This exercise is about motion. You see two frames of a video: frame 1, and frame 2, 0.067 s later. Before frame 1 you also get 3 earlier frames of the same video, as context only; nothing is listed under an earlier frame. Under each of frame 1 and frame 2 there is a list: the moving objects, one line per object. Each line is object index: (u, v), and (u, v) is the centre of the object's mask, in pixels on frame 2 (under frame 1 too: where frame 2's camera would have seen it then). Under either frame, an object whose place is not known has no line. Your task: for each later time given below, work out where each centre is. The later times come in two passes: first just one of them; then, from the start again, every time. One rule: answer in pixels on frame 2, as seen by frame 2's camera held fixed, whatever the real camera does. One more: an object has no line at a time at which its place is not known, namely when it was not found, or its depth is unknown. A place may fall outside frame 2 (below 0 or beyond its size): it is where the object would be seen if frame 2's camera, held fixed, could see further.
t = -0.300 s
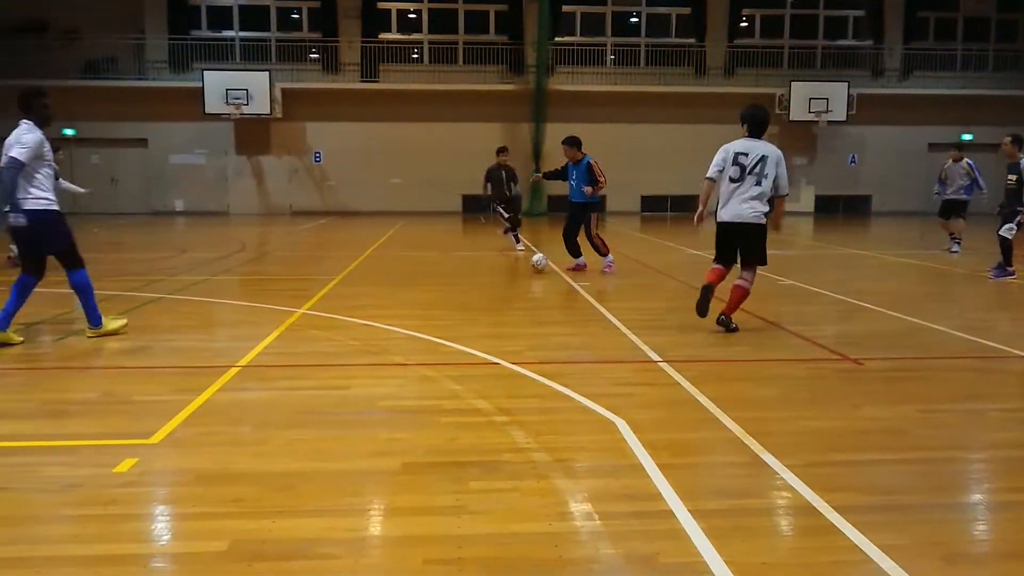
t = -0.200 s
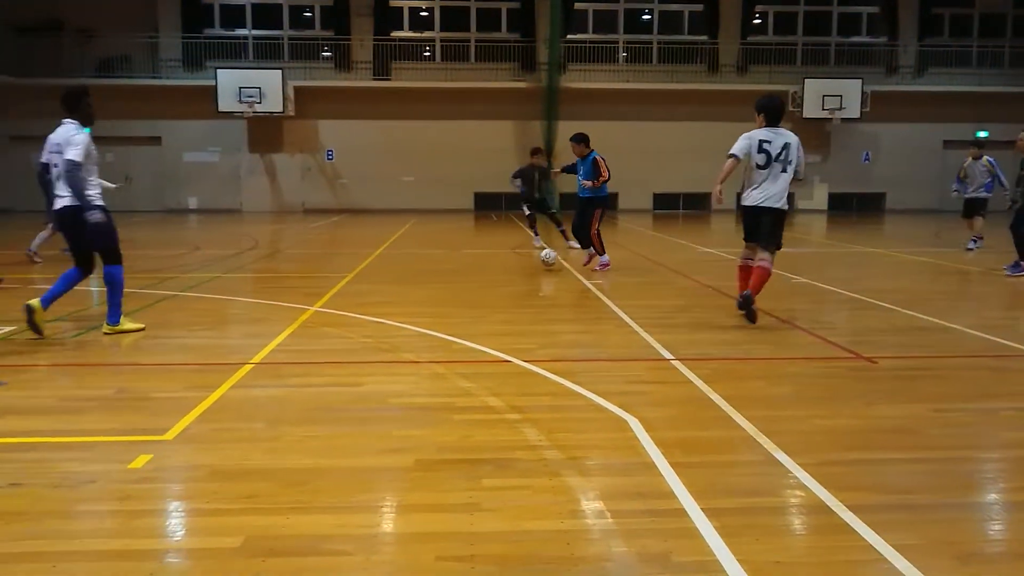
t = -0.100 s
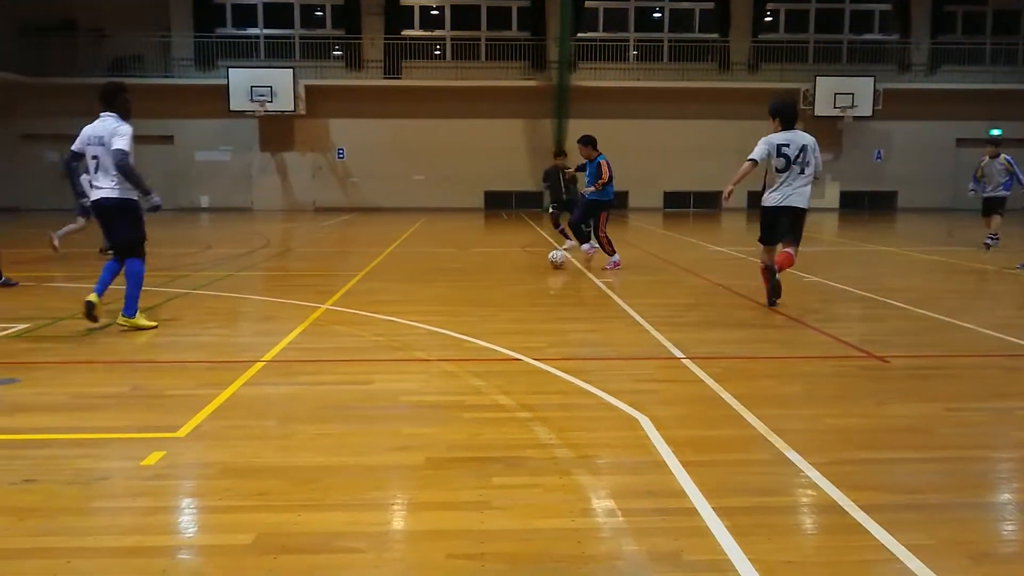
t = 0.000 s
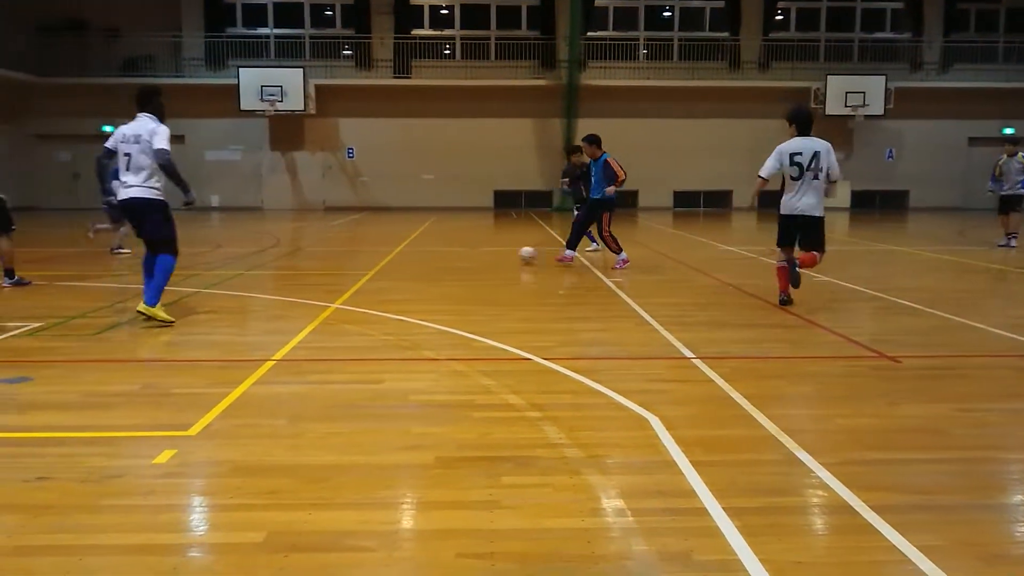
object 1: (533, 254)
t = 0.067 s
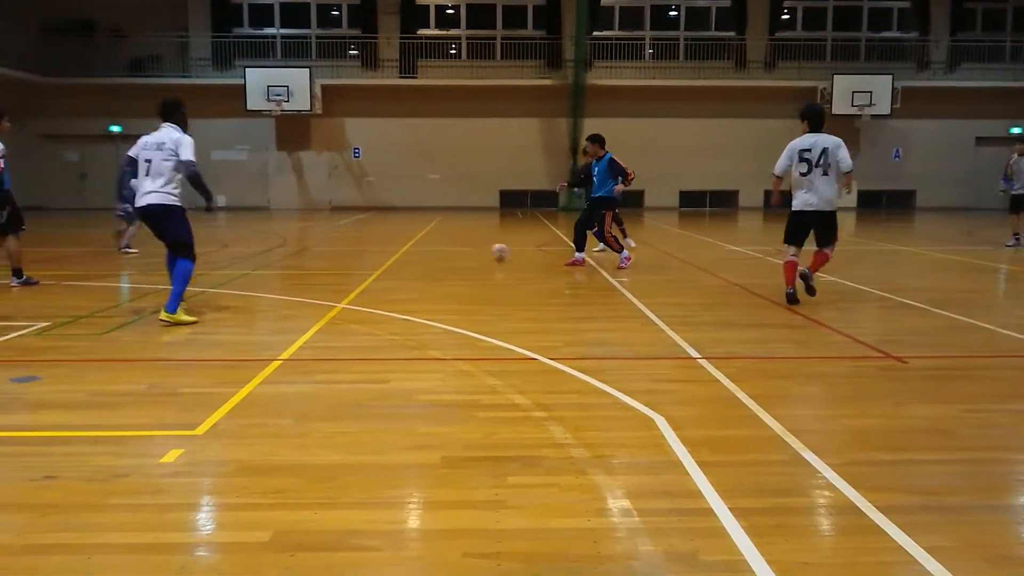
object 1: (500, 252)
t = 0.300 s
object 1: (407, 244)
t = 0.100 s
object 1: (483, 250)
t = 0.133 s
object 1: (469, 249)
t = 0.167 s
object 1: (455, 248)
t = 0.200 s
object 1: (441, 247)
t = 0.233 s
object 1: (429, 246)
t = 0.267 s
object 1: (419, 245)
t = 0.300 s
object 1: (407, 244)
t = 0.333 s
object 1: (396, 243)
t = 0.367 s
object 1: (387, 242)
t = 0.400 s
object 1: (377, 241)
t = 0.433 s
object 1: (368, 240)
